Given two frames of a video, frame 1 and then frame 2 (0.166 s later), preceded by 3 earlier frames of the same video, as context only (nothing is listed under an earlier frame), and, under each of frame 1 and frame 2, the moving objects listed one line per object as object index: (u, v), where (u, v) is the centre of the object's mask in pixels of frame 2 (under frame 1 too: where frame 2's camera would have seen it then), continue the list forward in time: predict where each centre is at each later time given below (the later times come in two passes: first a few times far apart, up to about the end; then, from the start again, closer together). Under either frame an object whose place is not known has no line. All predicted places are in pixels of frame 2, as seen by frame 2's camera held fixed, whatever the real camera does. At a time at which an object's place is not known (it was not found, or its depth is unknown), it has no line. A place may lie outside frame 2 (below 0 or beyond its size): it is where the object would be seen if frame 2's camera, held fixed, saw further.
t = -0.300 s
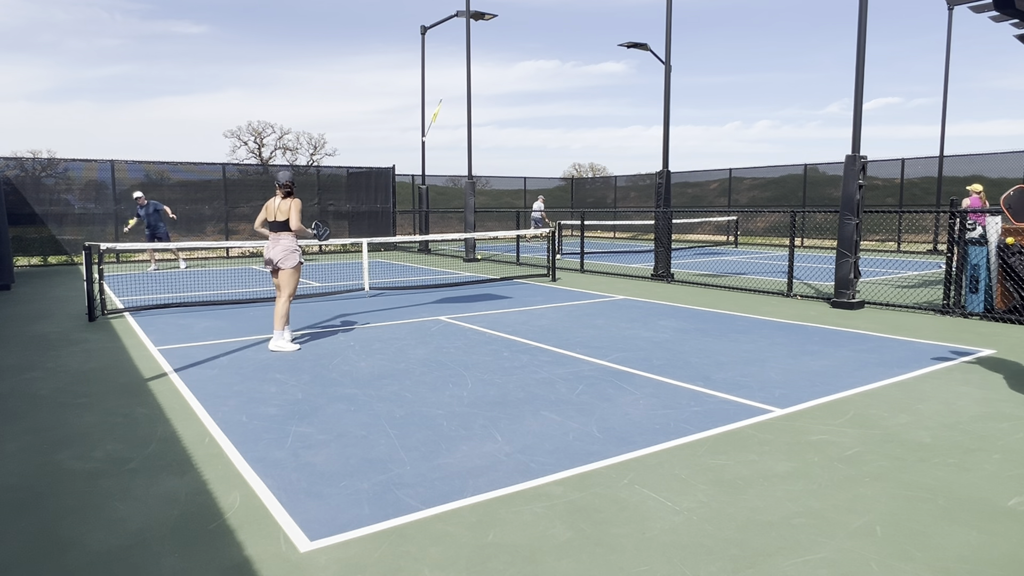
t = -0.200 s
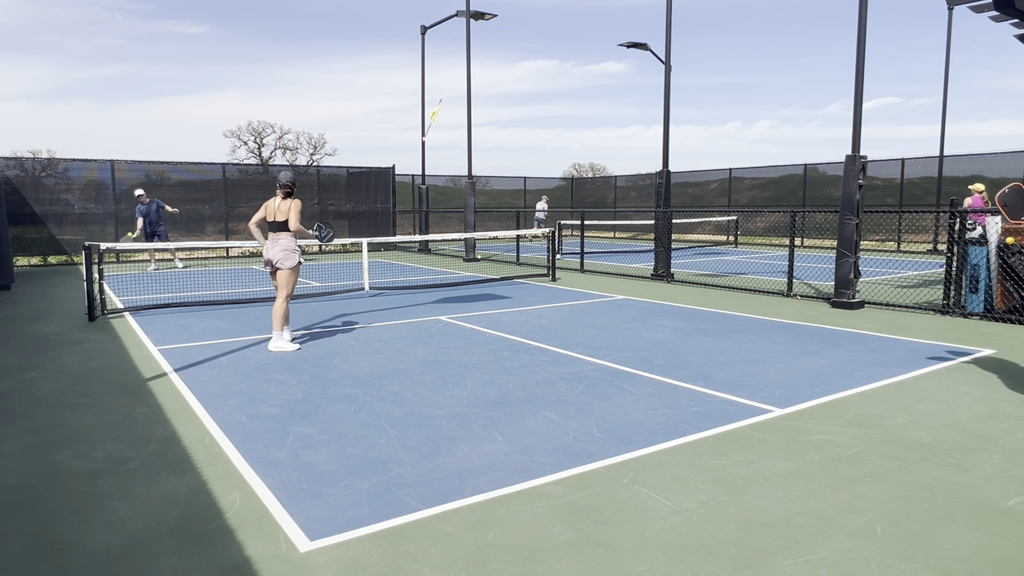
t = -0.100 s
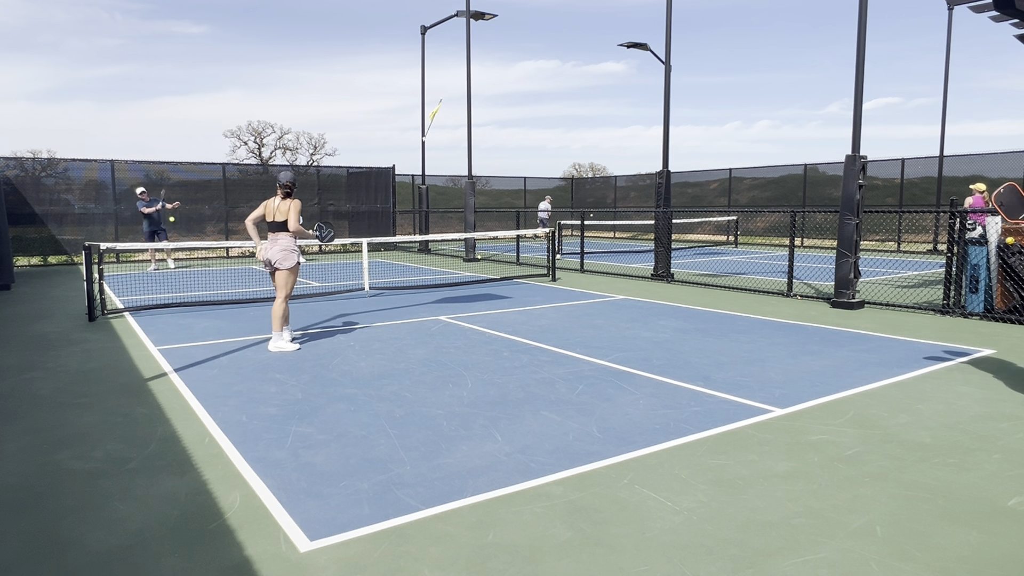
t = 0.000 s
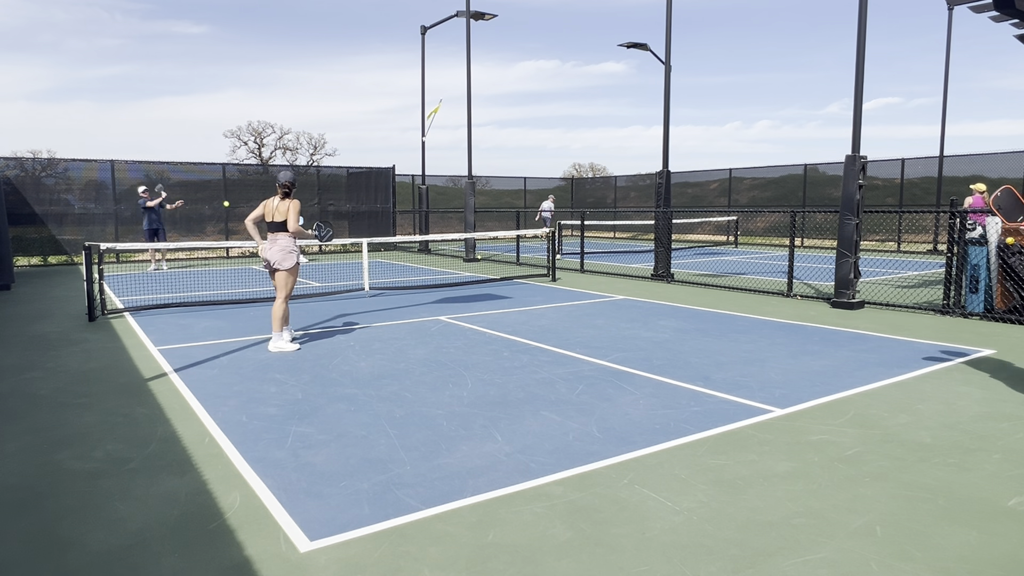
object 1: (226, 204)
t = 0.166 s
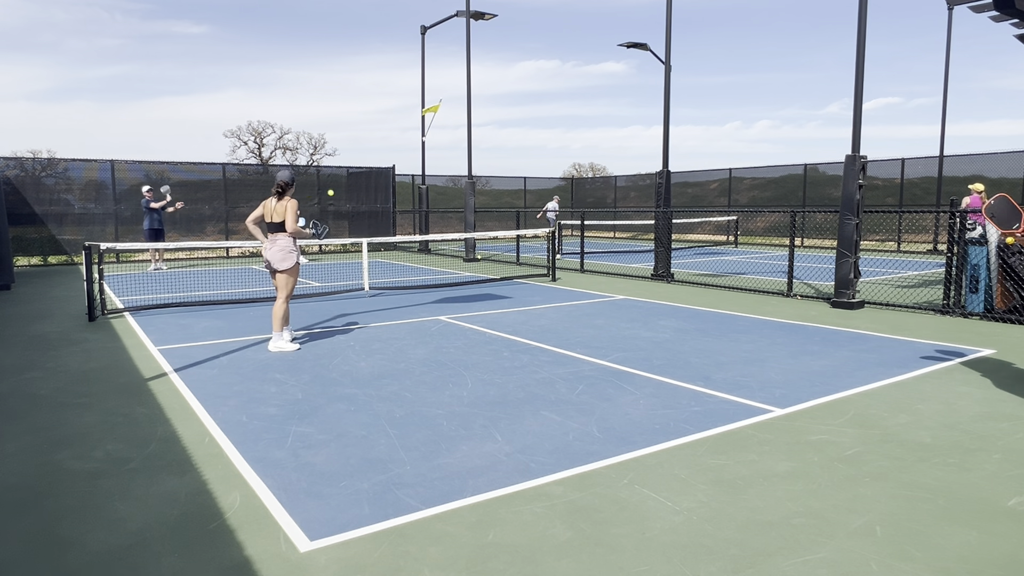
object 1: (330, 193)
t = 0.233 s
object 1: (378, 194)
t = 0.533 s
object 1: (642, 266)
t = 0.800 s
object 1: (919, 313)
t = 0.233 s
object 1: (378, 194)
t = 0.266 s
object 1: (403, 197)
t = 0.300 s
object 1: (429, 201)
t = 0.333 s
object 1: (457, 206)
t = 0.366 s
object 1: (485, 212)
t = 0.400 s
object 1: (514, 220)
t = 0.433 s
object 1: (545, 230)
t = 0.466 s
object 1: (576, 239)
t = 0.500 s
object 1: (609, 252)
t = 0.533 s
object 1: (642, 266)
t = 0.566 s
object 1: (677, 282)
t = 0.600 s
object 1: (714, 300)
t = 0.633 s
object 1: (751, 320)
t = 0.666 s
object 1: (790, 343)
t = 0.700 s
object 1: (821, 336)
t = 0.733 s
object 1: (852, 327)
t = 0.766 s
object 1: (885, 319)
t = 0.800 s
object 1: (919, 313)
